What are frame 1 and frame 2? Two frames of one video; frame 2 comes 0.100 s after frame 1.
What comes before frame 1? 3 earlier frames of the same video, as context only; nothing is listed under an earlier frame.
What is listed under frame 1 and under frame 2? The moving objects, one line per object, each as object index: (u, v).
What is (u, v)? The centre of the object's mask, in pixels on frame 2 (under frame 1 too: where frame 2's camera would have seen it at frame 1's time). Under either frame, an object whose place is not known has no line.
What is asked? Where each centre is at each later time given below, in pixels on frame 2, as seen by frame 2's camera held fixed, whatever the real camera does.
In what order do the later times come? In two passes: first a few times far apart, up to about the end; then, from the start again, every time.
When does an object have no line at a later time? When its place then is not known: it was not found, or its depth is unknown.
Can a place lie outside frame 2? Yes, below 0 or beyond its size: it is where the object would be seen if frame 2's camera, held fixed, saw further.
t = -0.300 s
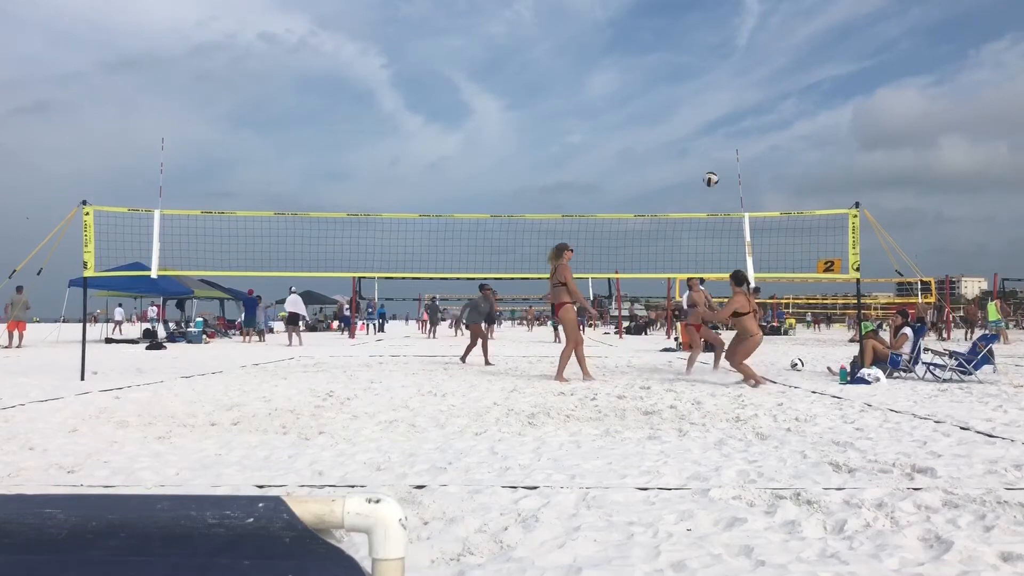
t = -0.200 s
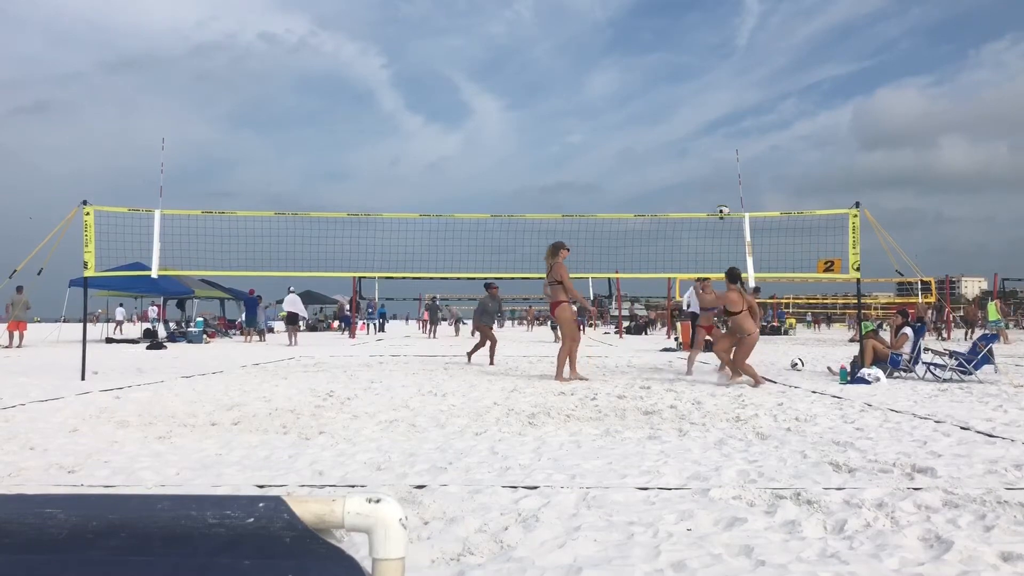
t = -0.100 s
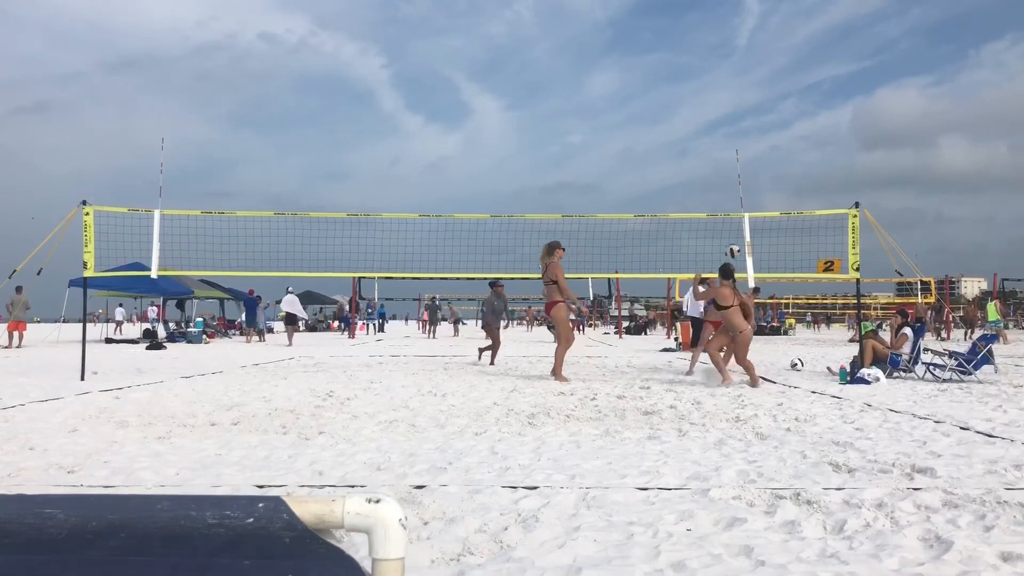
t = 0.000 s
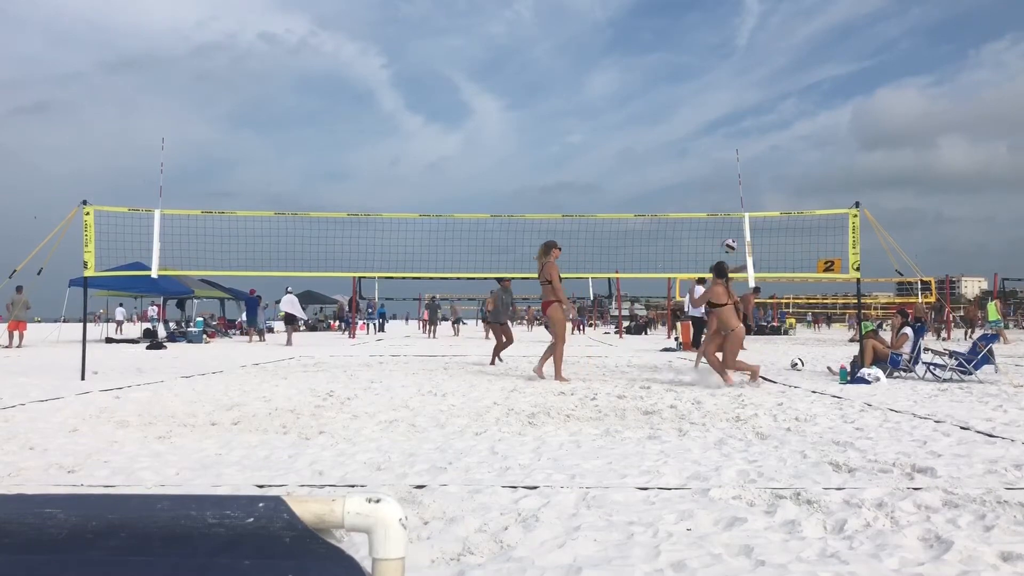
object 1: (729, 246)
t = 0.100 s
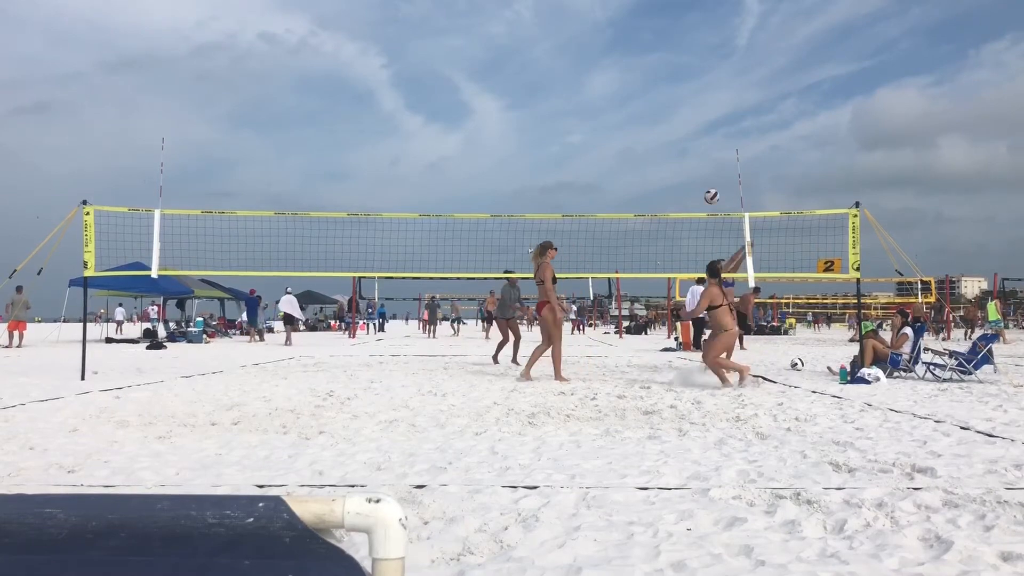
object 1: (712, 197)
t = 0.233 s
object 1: (689, 142)
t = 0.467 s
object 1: (647, 77)
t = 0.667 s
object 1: (614, 52)
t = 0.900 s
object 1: (574, 57)
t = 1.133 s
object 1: (535, 97)
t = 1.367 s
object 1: (498, 171)
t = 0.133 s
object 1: (706, 182)
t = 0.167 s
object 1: (700, 168)
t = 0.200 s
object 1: (694, 154)
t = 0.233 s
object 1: (689, 142)
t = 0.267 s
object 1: (683, 130)
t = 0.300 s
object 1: (677, 119)
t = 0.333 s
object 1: (671, 109)
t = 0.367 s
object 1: (666, 100)
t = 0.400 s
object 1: (659, 92)
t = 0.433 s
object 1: (654, 84)
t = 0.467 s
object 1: (647, 77)
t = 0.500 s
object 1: (642, 71)
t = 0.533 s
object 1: (636, 66)
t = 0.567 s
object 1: (630, 61)
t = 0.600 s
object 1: (624, 58)
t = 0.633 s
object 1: (619, 55)
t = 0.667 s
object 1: (614, 52)
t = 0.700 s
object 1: (608, 51)
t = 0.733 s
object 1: (602, 50)
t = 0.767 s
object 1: (597, 50)
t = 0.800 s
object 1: (591, 51)
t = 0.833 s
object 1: (585, 52)
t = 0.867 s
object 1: (580, 55)
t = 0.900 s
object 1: (574, 57)
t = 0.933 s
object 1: (568, 61)
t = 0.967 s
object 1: (563, 65)
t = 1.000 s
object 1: (557, 71)
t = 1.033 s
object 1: (552, 76)
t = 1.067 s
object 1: (546, 83)
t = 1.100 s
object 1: (541, 90)
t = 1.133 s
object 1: (535, 97)
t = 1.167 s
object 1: (530, 106)
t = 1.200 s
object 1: (525, 115)
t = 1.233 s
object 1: (519, 125)
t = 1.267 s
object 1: (514, 136)
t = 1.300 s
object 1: (508, 147)
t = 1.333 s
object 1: (503, 158)
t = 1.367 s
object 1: (498, 171)
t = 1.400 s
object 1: (492, 183)
